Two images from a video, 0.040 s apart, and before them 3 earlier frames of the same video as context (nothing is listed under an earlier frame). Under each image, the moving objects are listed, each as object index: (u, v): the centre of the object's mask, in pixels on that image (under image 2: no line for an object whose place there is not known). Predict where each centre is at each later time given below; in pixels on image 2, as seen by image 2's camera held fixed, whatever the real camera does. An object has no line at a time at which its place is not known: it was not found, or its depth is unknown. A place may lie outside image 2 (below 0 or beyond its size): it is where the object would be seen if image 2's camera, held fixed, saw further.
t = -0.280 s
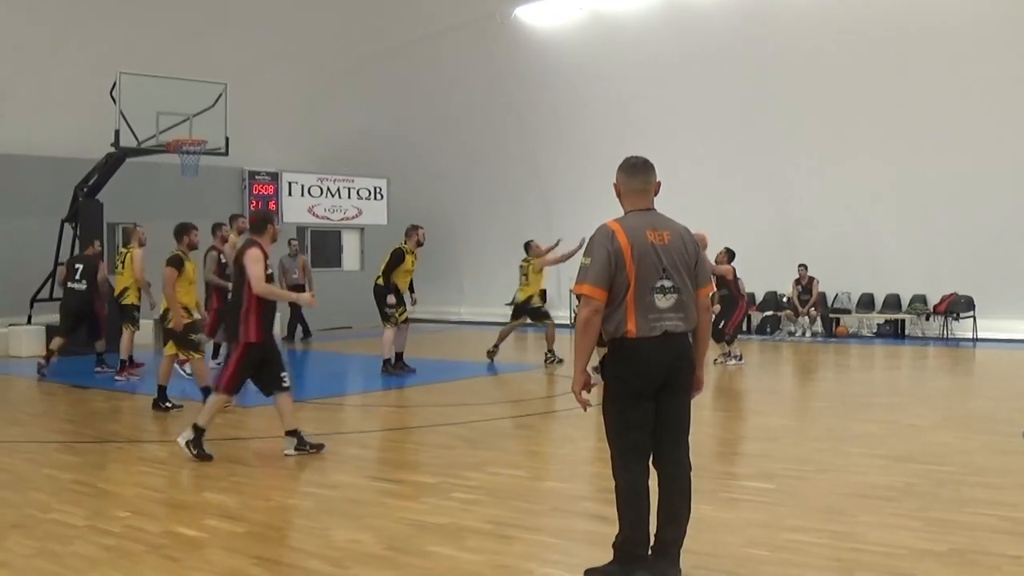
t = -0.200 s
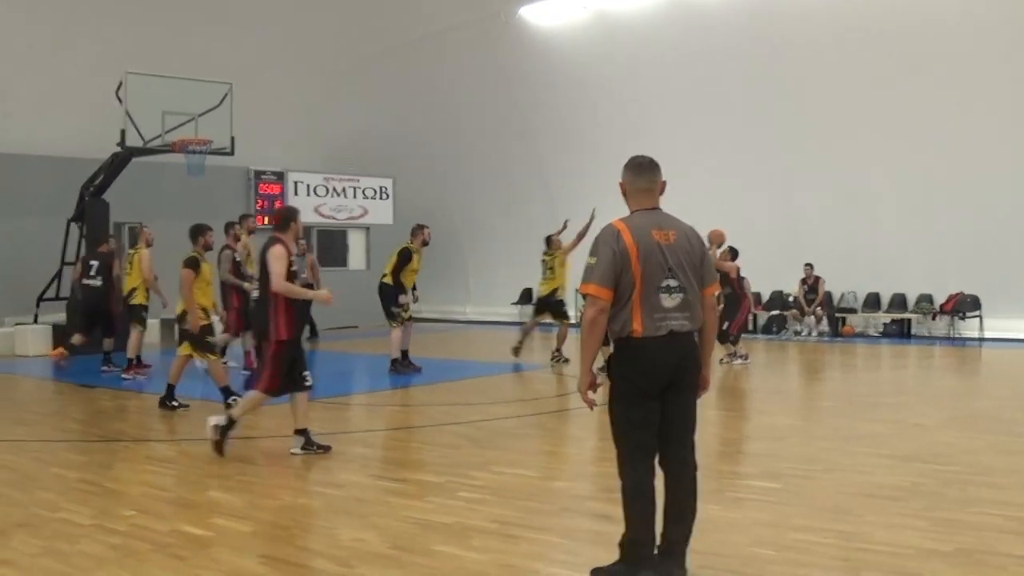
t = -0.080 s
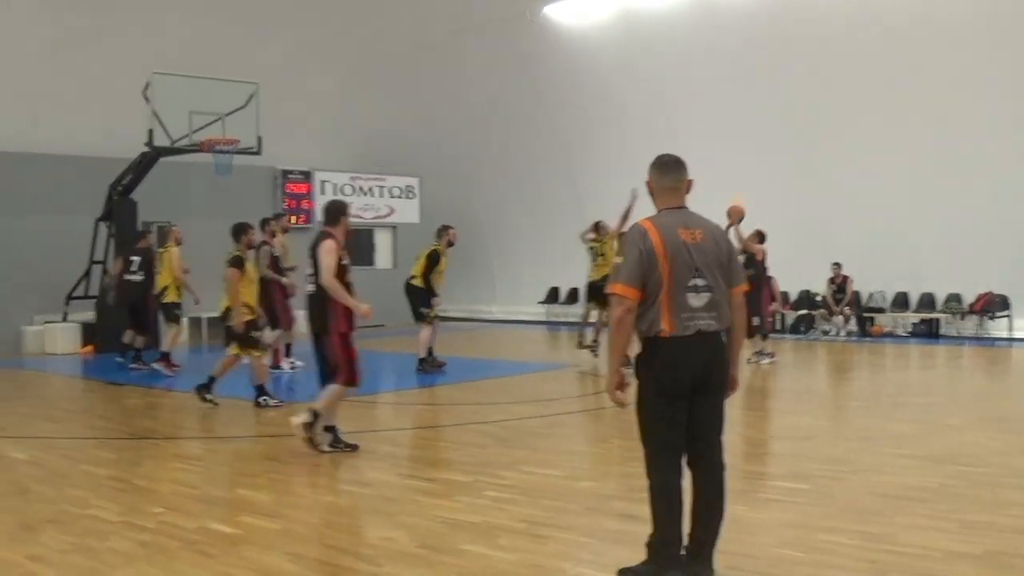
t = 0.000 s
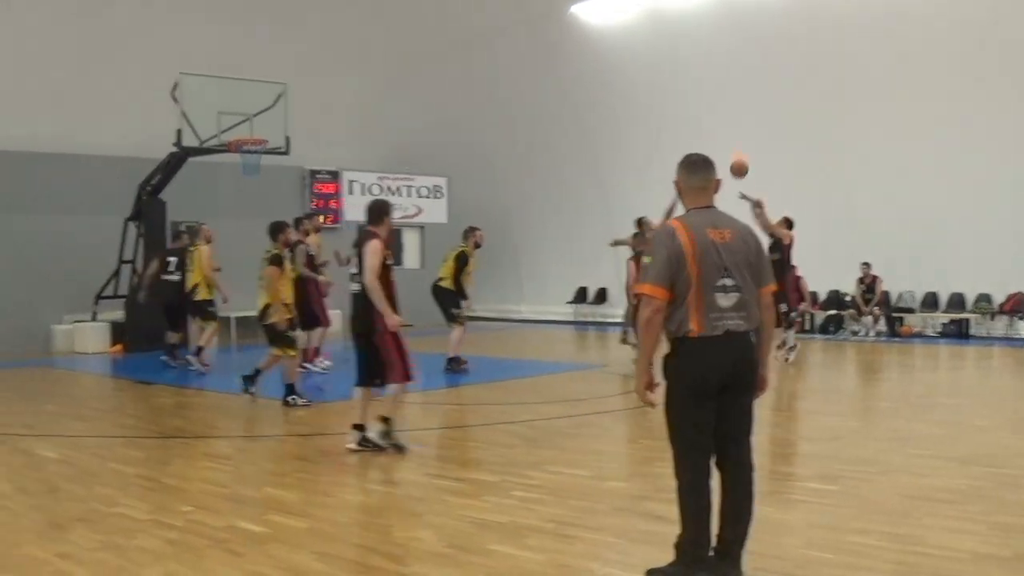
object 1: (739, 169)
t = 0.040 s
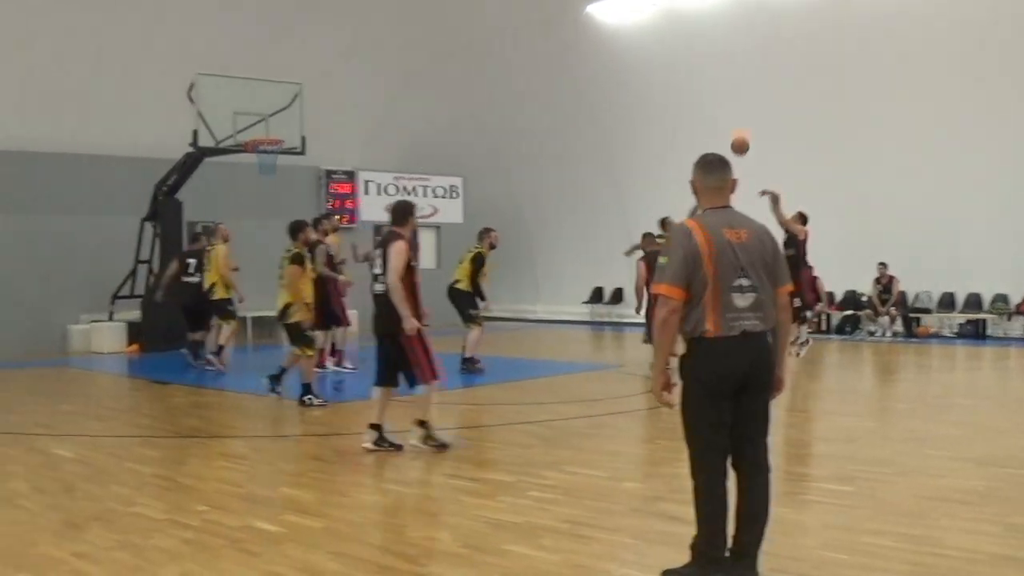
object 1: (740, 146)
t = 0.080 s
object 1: (728, 125)
